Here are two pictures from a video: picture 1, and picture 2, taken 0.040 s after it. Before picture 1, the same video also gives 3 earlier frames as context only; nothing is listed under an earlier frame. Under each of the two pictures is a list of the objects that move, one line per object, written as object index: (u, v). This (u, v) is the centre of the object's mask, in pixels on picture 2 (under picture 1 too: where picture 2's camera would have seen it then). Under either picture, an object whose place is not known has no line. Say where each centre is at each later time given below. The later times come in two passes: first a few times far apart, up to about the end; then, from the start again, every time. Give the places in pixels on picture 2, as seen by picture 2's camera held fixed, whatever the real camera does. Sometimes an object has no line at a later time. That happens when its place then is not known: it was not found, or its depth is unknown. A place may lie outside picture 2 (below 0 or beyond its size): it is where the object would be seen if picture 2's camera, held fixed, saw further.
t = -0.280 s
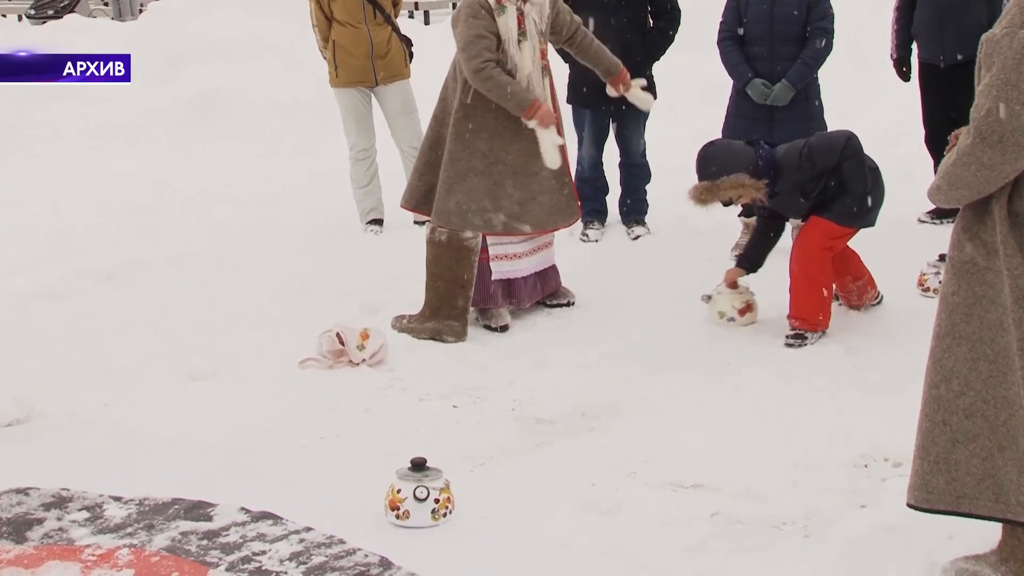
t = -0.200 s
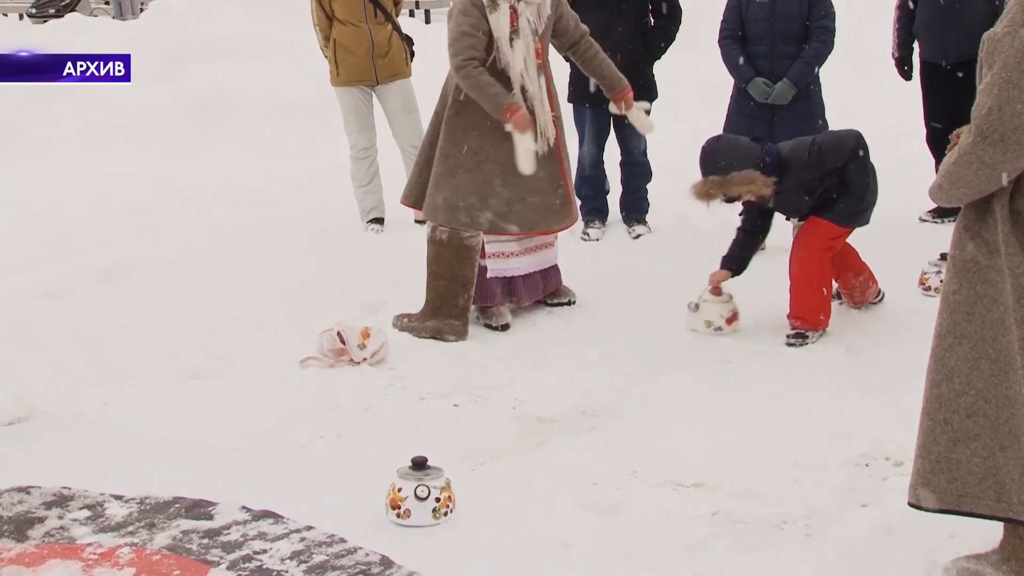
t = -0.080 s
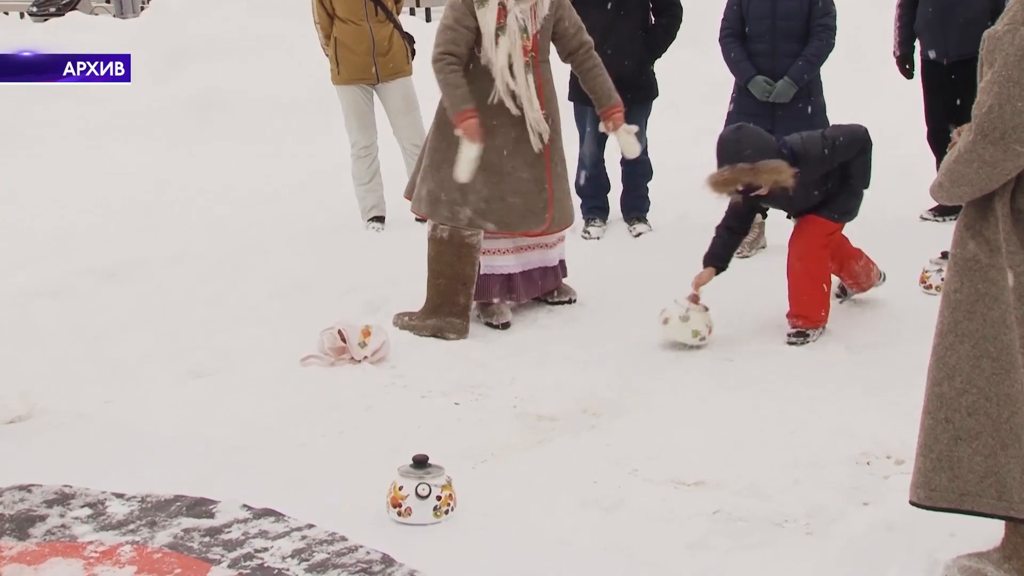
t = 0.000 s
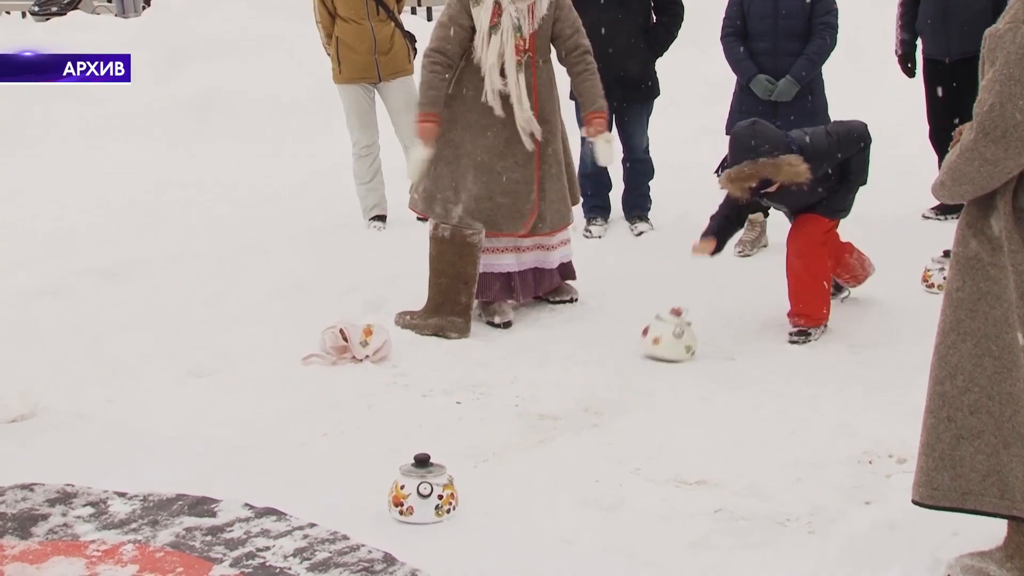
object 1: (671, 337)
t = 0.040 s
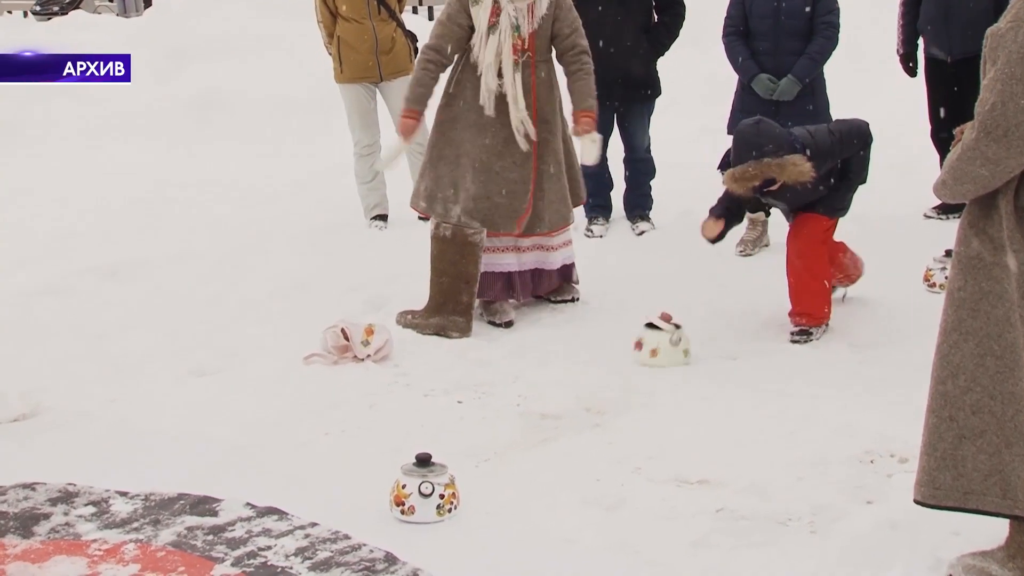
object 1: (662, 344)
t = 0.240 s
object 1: (618, 375)
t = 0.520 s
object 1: (558, 428)
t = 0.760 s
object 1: (491, 468)
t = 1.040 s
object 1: (465, 489)
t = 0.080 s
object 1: (653, 349)
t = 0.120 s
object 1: (645, 353)
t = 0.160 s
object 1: (636, 358)
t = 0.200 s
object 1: (627, 365)
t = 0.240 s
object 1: (618, 375)
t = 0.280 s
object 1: (610, 382)
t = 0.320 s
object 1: (601, 390)
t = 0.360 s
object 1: (592, 400)
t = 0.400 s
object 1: (583, 406)
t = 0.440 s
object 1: (576, 411)
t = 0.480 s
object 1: (570, 420)
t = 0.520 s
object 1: (558, 428)
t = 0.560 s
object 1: (545, 436)
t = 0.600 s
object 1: (533, 443)
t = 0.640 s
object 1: (523, 450)
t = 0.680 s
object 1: (513, 457)
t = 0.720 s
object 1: (503, 463)
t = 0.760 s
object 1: (491, 468)
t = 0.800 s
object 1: (485, 474)
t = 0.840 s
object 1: (480, 477)
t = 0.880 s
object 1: (475, 481)
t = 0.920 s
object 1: (470, 485)
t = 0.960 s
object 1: (467, 488)
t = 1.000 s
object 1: (466, 489)
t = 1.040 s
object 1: (465, 489)
